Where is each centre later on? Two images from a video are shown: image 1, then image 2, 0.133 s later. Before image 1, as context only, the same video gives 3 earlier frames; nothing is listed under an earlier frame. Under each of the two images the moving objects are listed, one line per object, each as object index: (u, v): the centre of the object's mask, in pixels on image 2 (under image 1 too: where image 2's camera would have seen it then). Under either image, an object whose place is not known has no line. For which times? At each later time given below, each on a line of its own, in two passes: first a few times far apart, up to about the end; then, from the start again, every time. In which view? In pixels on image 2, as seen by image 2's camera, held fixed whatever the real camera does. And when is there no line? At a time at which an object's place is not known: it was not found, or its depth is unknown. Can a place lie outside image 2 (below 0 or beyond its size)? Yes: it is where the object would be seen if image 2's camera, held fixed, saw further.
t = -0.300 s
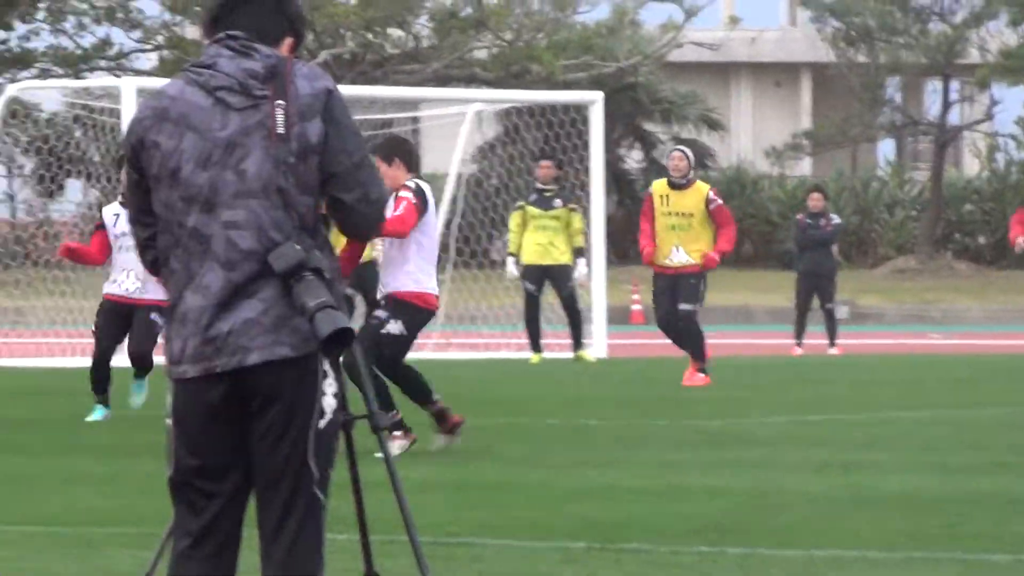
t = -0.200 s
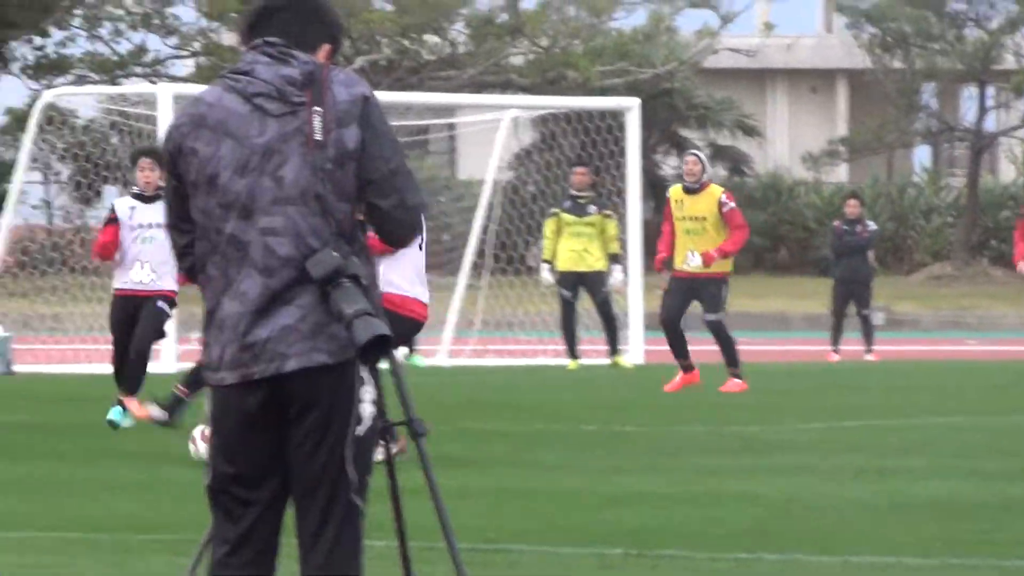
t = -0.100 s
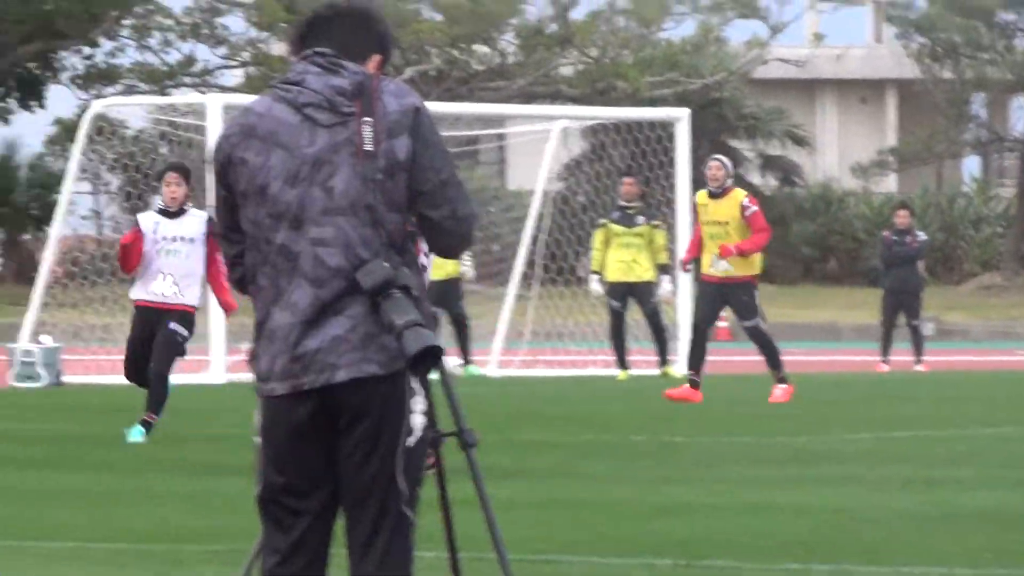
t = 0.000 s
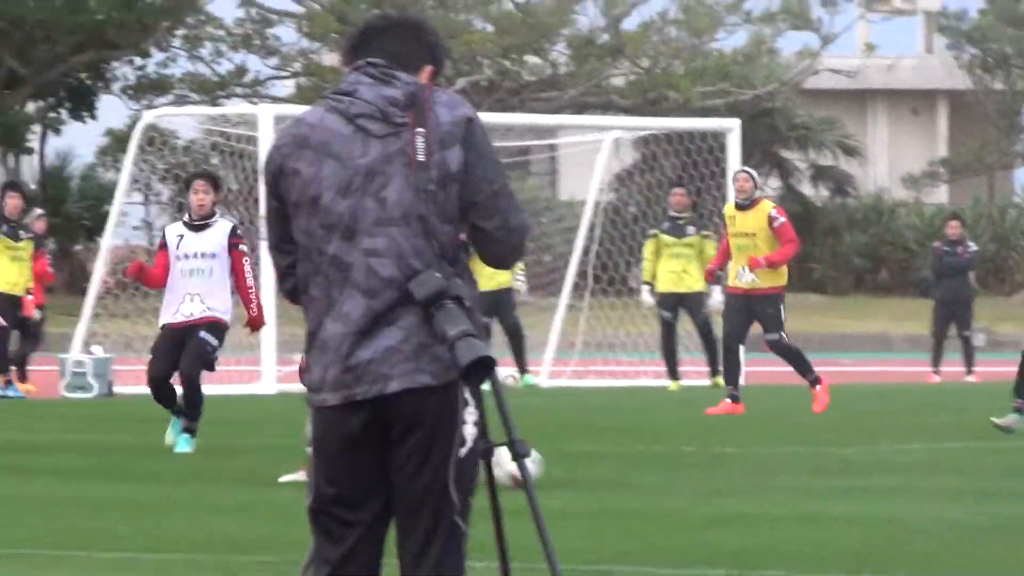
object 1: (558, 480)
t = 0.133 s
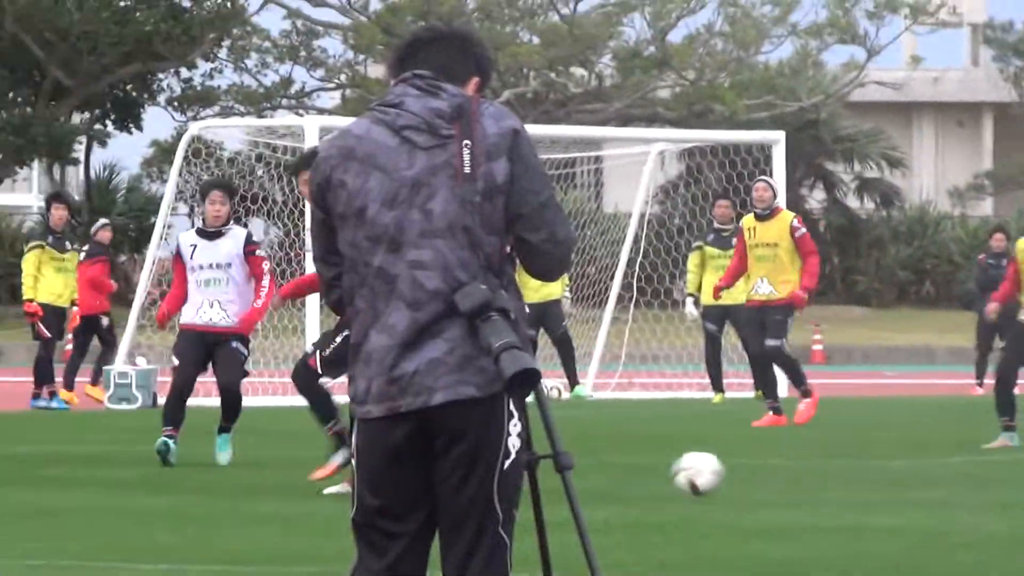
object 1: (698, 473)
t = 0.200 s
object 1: (762, 477)
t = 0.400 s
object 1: (964, 483)
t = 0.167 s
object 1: (731, 474)
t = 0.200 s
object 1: (762, 477)
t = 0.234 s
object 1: (796, 481)
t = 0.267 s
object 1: (827, 481)
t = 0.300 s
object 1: (859, 478)
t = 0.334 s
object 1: (893, 477)
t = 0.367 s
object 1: (928, 479)
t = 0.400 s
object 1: (964, 483)
